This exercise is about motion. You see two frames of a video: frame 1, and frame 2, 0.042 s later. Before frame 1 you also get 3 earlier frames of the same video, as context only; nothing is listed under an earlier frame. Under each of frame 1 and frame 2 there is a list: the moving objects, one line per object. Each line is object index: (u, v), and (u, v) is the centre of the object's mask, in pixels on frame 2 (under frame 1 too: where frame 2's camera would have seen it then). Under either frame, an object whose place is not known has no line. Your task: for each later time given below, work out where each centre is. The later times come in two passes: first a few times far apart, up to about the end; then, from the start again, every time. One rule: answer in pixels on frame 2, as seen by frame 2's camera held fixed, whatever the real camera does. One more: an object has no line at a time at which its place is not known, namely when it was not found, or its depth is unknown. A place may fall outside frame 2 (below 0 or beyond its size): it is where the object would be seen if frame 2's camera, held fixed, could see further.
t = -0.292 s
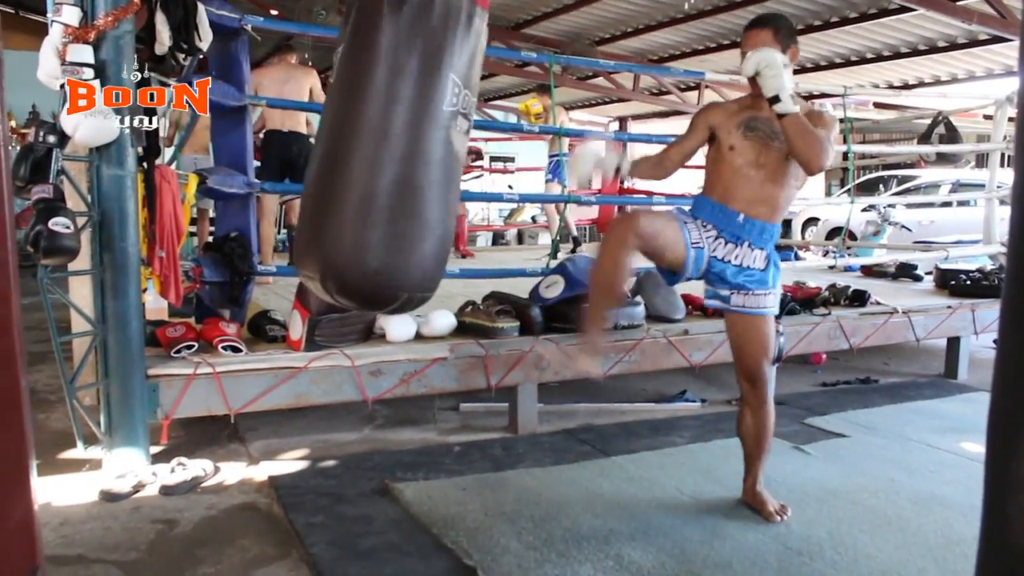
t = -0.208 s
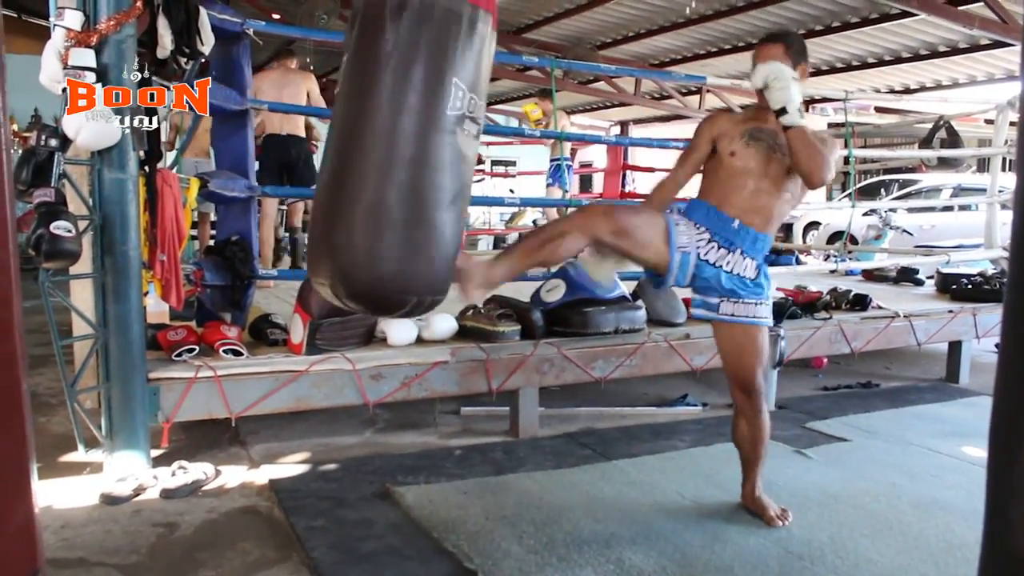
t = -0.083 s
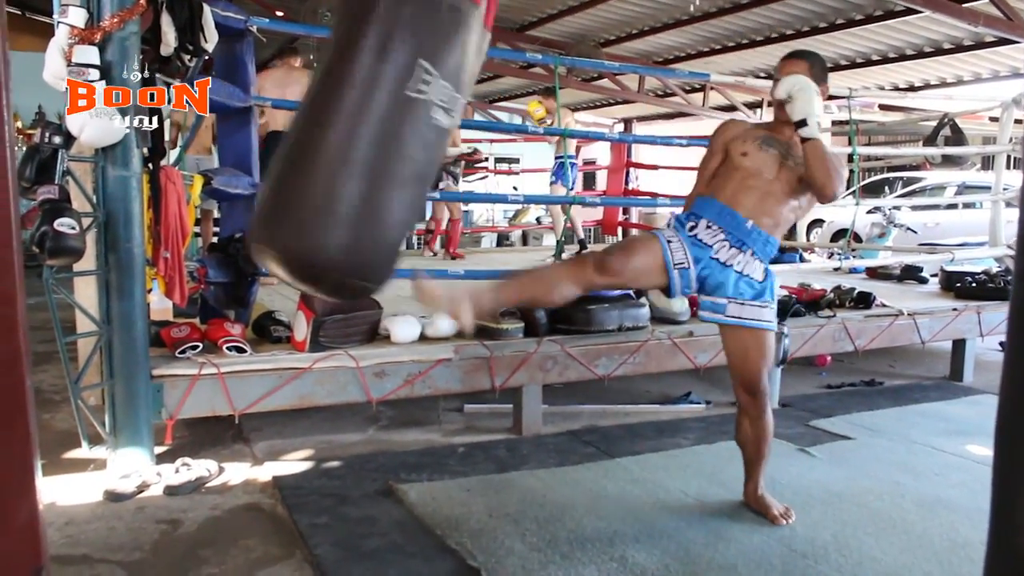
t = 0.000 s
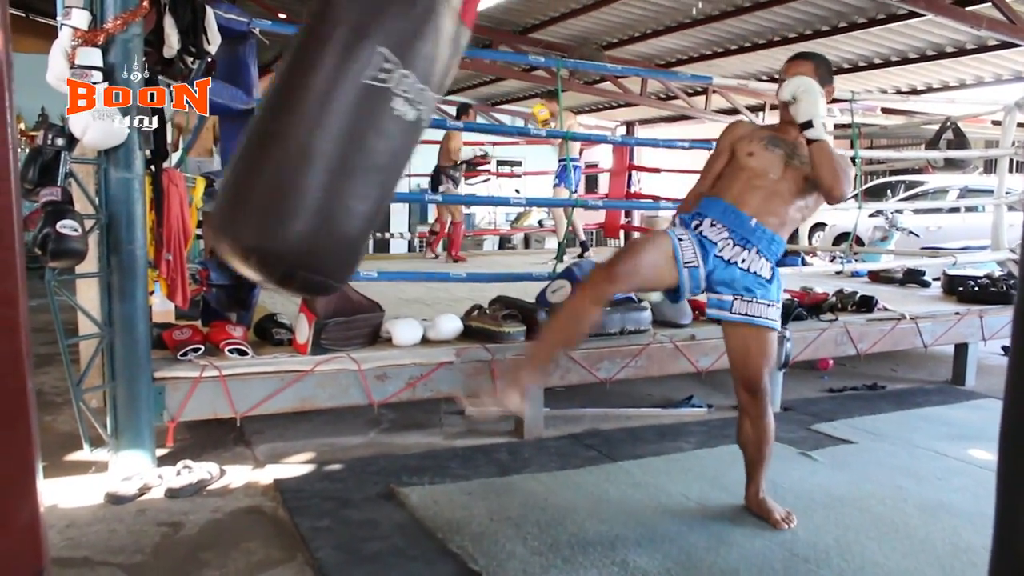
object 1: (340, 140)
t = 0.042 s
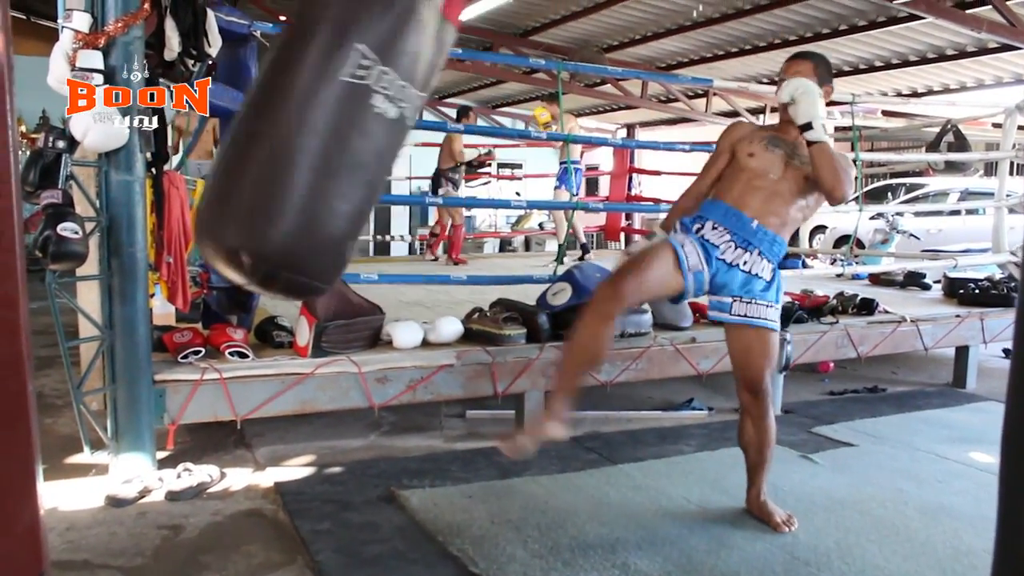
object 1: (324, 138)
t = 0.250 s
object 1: (290, 127)
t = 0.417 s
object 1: (311, 131)
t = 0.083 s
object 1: (310, 135)
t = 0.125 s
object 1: (300, 132)
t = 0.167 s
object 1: (295, 130)
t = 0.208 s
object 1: (291, 128)
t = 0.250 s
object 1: (290, 127)
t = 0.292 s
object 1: (291, 126)
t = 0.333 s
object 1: (294, 125)
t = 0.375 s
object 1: (299, 125)
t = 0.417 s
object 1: (311, 131)
